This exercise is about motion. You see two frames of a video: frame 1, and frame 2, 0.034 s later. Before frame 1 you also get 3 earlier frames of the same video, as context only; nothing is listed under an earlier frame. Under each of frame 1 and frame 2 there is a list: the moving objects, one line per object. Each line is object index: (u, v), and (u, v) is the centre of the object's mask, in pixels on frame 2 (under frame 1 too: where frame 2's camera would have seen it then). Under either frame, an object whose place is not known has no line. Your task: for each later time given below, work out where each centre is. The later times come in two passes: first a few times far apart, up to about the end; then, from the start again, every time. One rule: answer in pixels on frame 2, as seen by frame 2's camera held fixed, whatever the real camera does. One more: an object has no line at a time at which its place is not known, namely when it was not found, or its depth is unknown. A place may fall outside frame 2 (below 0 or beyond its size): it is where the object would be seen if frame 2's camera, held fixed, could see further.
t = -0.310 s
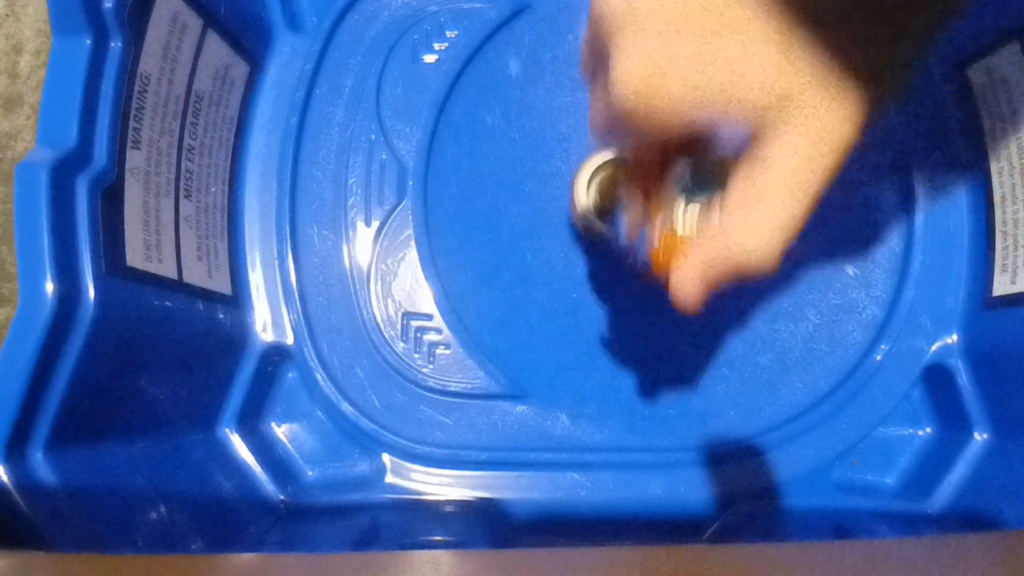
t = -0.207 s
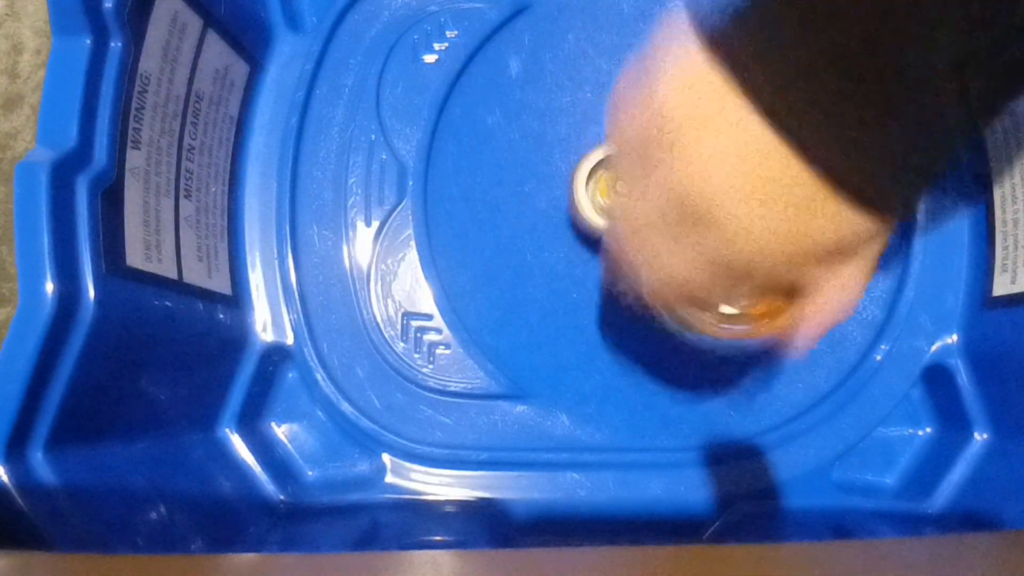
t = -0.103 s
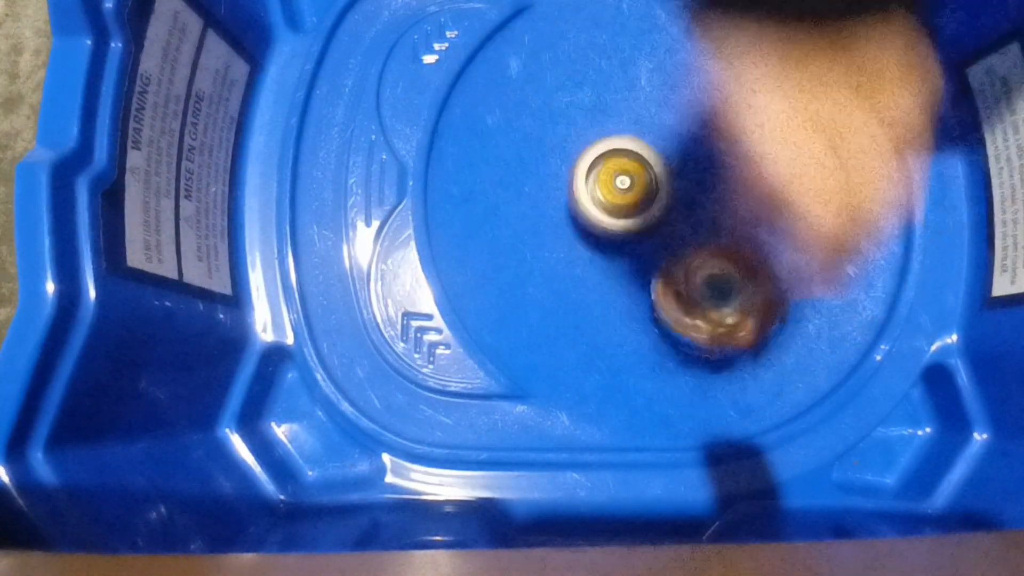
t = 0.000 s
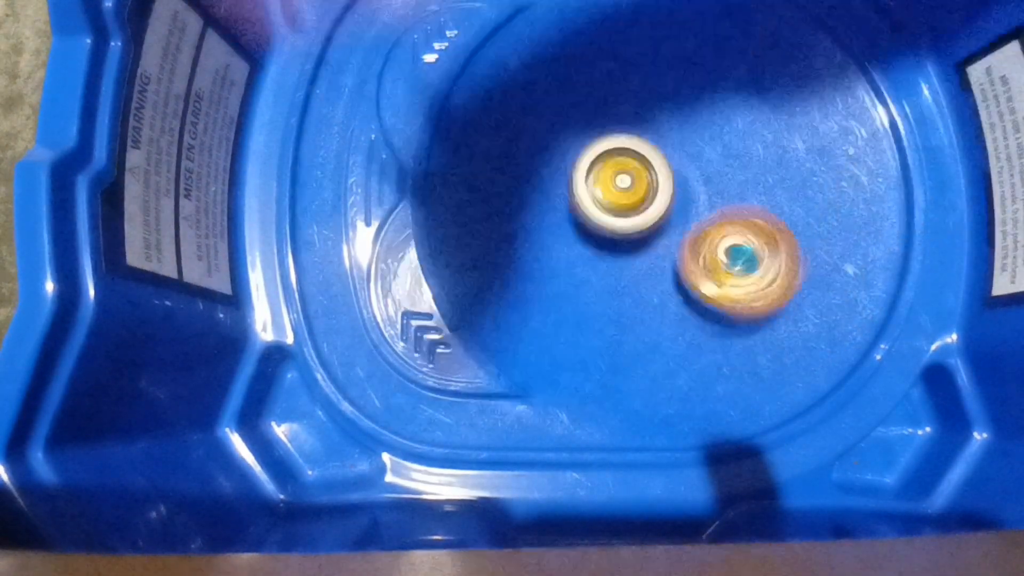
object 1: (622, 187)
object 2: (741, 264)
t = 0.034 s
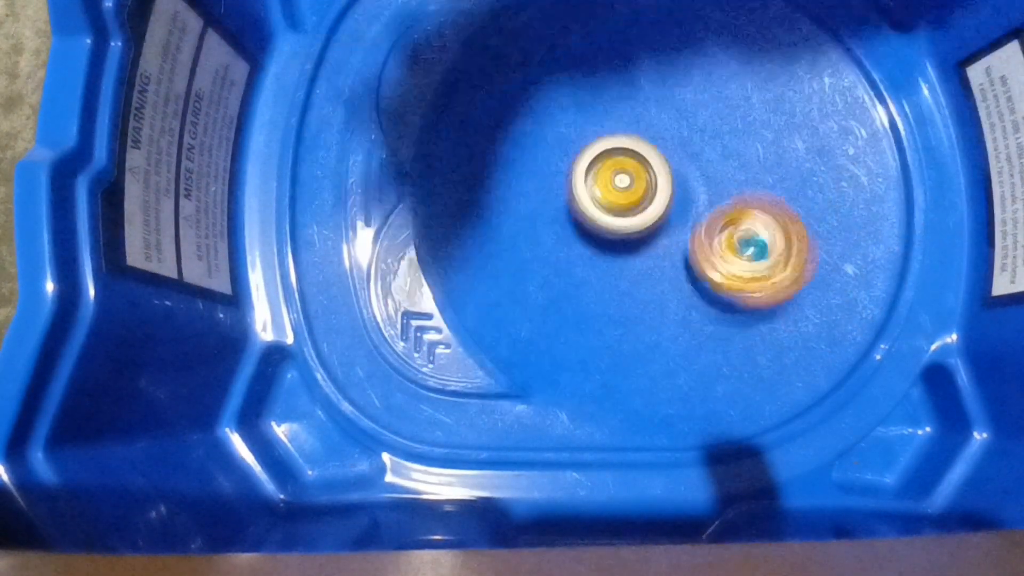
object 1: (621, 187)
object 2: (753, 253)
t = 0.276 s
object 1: (624, 171)
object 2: (797, 199)
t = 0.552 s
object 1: (626, 159)
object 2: (748, 149)
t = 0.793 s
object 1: (601, 227)
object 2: (726, 95)
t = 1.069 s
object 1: (696, 245)
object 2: (676, 94)
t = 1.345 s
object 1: (757, 213)
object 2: (643, 42)
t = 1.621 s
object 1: (703, 200)
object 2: (609, 49)
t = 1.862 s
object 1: (688, 234)
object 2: (591, 45)
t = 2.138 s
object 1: (650, 244)
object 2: (613, 122)
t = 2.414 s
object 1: (724, 277)
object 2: (691, 95)
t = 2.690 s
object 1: (687, 258)
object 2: (765, 76)
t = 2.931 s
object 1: (636, 266)
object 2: (760, 123)
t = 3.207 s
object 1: (594, 273)
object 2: (681, 119)
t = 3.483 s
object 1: (620, 273)
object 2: (731, 74)
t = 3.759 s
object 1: (571, 152)
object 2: (749, 171)
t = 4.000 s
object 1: (499, 146)
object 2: (687, 269)
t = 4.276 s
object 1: (517, 94)
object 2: (696, 304)
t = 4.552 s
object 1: (573, 49)
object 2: (723, 349)
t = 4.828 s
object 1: (692, 66)
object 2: (708, 214)
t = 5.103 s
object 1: (777, 34)
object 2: (725, 226)
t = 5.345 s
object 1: (766, 92)
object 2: (702, 213)
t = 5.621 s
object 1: (751, 158)
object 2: (669, 321)
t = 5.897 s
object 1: (714, 246)
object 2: (601, 303)
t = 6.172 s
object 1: (747, 238)
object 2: (481, 178)
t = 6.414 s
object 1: (688, 211)
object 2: (570, 85)
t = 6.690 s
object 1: (622, 223)
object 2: (738, 70)
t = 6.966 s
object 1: (626, 206)
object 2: (845, 153)
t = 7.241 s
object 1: (626, 150)
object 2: (748, 267)
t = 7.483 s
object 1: (642, 142)
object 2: (606, 285)
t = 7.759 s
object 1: (682, 143)
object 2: (518, 201)
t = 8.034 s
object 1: (706, 155)
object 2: (596, 112)
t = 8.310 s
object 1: (733, 194)
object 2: (695, 82)
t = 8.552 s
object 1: (737, 255)
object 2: (715, 122)
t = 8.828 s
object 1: (689, 279)
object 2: (651, 149)
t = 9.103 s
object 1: (634, 263)
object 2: (601, 107)
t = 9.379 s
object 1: (620, 220)
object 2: (602, 73)
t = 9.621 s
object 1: (623, 206)
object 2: (669, 92)
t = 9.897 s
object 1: (612, 201)
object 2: (785, 130)
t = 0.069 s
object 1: (621, 189)
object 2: (763, 241)
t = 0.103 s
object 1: (622, 190)
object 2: (772, 232)
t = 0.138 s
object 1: (623, 189)
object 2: (783, 225)
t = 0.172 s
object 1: (622, 185)
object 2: (789, 216)
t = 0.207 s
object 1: (623, 179)
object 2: (795, 211)
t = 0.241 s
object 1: (623, 174)
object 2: (798, 204)
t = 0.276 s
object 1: (624, 171)
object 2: (797, 199)
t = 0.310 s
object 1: (625, 168)
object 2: (793, 193)
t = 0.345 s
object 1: (626, 166)
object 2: (792, 189)
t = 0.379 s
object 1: (627, 165)
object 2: (783, 181)
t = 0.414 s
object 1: (628, 163)
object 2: (776, 172)
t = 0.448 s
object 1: (628, 162)
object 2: (770, 170)
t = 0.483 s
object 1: (629, 161)
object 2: (764, 162)
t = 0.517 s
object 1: (630, 160)
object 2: (753, 155)
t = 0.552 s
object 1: (626, 159)
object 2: (748, 149)
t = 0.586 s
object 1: (616, 163)
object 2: (746, 141)
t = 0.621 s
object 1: (606, 170)
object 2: (739, 129)
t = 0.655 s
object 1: (598, 178)
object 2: (735, 118)
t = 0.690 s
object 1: (594, 189)
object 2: (734, 109)
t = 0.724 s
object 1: (592, 201)
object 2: (732, 101)
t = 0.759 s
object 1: (595, 214)
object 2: (730, 97)
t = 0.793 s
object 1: (601, 227)
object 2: (726, 95)
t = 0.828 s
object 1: (610, 237)
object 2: (727, 97)
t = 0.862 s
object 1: (623, 245)
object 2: (722, 95)
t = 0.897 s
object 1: (638, 249)
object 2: (715, 98)
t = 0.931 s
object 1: (652, 248)
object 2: (713, 103)
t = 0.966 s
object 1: (667, 243)
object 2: (707, 105)
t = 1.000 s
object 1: (680, 234)
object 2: (694, 111)
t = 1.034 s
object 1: (689, 231)
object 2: (685, 113)
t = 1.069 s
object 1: (696, 245)
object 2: (676, 94)
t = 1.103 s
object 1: (706, 254)
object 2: (668, 81)
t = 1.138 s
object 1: (717, 257)
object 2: (663, 71)
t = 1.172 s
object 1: (729, 257)
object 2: (656, 61)
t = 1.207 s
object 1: (740, 253)
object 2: (651, 52)
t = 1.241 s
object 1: (748, 246)
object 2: (647, 47)
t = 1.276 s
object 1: (754, 237)
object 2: (642, 42)
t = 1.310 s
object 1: (757, 225)
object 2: (644, 41)
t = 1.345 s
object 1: (757, 213)
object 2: (643, 42)
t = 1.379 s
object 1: (753, 200)
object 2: (644, 44)
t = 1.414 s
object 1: (746, 187)
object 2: (648, 44)
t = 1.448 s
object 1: (736, 176)
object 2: (646, 50)
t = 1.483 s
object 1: (723, 168)
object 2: (646, 56)
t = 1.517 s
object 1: (710, 163)
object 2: (642, 66)
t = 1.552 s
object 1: (703, 170)
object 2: (626, 62)
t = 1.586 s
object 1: (701, 183)
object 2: (618, 57)
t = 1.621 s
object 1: (703, 200)
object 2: (609, 49)
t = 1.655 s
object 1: (700, 220)
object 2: (599, 47)
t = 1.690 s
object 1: (696, 233)
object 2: (599, 47)
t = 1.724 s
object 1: (693, 237)
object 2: (600, 45)
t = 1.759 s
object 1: (692, 238)
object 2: (596, 41)
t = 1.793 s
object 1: (691, 238)
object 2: (594, 44)
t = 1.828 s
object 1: (690, 236)
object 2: (592, 43)
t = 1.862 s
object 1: (688, 234)
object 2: (591, 45)
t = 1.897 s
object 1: (685, 233)
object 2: (590, 53)
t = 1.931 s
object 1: (680, 232)
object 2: (593, 58)
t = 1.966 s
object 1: (675, 233)
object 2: (594, 68)
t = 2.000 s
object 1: (668, 233)
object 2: (596, 81)
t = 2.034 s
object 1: (660, 234)
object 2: (600, 94)
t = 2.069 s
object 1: (654, 234)
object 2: (604, 106)
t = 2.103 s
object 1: (650, 235)
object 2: (608, 118)
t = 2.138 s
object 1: (650, 244)
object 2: (613, 122)
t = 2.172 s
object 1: (654, 264)
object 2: (614, 108)
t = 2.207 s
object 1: (662, 278)
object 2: (621, 100)
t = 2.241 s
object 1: (672, 288)
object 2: (631, 90)
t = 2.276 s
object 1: (683, 293)
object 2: (641, 86)
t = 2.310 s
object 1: (695, 294)
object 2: (655, 84)
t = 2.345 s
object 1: (707, 292)
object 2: (667, 83)
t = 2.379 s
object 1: (717, 286)
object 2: (676, 88)
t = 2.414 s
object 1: (724, 277)
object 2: (691, 95)
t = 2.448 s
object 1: (729, 266)
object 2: (702, 103)
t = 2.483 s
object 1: (731, 252)
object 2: (709, 112)
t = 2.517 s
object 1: (728, 244)
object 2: (713, 122)
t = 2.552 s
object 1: (719, 252)
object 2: (723, 105)
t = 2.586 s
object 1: (711, 255)
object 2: (736, 91)
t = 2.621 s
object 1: (704, 256)
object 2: (744, 83)
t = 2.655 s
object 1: (695, 257)
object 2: (755, 80)
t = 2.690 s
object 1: (687, 258)
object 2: (765, 76)
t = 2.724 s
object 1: (677, 259)
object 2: (773, 76)
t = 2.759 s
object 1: (669, 261)
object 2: (778, 81)
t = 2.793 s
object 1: (659, 262)
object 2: (780, 83)
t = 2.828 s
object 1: (652, 263)
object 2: (777, 94)
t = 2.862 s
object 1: (645, 264)
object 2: (775, 103)
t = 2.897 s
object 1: (640, 266)
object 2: (768, 113)
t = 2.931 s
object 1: (636, 266)
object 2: (760, 123)
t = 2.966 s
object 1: (632, 266)
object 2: (749, 135)
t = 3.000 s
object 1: (629, 265)
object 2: (739, 143)
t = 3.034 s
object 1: (626, 263)
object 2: (722, 152)
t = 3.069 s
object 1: (624, 259)
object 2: (707, 161)
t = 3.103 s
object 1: (622, 254)
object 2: (694, 164)
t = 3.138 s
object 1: (616, 254)
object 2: (682, 154)
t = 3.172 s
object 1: (603, 264)
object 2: (678, 134)
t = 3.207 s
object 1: (594, 273)
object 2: (681, 119)
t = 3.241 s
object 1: (590, 281)
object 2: (685, 101)
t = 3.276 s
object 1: (589, 287)
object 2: (688, 90)
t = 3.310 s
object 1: (591, 292)
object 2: (695, 82)
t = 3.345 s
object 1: (596, 295)
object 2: (703, 71)
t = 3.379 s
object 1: (602, 294)
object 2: (712, 66)
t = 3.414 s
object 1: (608, 290)
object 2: (722, 66)
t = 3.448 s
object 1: (615, 283)
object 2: (728, 68)
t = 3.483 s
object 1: (620, 273)
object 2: (731, 74)
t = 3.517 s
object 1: (626, 261)
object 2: (734, 81)
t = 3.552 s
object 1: (629, 246)
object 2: (732, 92)
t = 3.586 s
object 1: (631, 230)
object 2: (733, 103)
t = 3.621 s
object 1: (630, 215)
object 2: (726, 115)
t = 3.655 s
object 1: (627, 197)
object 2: (720, 130)
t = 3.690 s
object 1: (610, 178)
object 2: (726, 139)
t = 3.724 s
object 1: (589, 163)
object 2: (738, 153)
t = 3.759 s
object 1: (571, 152)
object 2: (749, 171)
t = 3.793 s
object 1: (554, 145)
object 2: (752, 188)
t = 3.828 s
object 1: (539, 140)
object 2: (751, 209)
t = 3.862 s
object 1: (526, 137)
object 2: (747, 226)
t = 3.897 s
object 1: (515, 137)
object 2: (735, 242)
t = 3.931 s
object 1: (506, 138)
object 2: (724, 255)
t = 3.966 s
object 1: (501, 141)
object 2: (708, 262)
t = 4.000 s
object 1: (499, 146)
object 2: (687, 269)
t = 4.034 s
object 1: (502, 151)
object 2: (670, 267)
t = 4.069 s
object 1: (509, 157)
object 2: (650, 261)
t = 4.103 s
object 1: (518, 161)
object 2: (634, 253)
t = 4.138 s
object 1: (529, 162)
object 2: (625, 242)
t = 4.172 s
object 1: (525, 141)
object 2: (640, 258)
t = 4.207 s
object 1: (520, 121)
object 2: (664, 276)
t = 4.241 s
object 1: (518, 107)
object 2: (681, 290)
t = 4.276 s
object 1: (517, 94)
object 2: (696, 304)
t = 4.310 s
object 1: (518, 84)
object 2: (708, 318)
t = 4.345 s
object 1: (521, 75)
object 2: (718, 332)
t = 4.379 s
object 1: (526, 68)
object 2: (727, 345)
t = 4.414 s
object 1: (533, 62)
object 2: (730, 352)
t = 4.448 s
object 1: (540, 57)
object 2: (729, 356)
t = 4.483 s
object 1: (549, 53)
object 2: (730, 358)
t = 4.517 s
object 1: (560, 51)
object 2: (724, 353)
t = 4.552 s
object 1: (573, 49)
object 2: (723, 349)
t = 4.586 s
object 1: (586, 49)
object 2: (717, 338)
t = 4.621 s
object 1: (600, 50)
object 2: (709, 325)
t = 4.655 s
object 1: (616, 50)
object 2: (707, 311)
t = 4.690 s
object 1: (631, 52)
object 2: (703, 290)
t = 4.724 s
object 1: (647, 54)
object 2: (702, 271)
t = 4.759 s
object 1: (662, 57)
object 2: (704, 252)
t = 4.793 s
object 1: (677, 61)
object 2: (705, 231)
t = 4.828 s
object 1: (692, 66)
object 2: (708, 214)
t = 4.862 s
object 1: (707, 71)
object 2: (714, 194)
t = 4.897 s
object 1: (723, 60)
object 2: (722, 199)
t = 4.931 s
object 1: (737, 48)
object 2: (727, 207)
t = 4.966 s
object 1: (749, 42)
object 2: (730, 210)
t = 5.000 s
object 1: (759, 38)
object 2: (729, 217)
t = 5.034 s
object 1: (766, 36)
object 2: (731, 219)
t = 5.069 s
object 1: (772, 35)
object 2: (728, 223)
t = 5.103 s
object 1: (777, 34)
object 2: (725, 226)
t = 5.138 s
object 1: (779, 35)
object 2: (724, 227)
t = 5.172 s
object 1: (779, 39)
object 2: (718, 226)
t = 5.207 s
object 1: (778, 43)
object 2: (715, 226)
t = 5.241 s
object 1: (776, 51)
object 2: (710, 223)
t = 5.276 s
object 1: (774, 64)
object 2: (705, 219)
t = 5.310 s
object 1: (771, 78)
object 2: (701, 218)
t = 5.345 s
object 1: (766, 92)
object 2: (702, 213)
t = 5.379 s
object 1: (763, 108)
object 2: (703, 211)
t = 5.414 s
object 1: (764, 114)
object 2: (702, 229)
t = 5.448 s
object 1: (766, 117)
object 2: (699, 245)
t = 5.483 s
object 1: (765, 123)
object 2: (692, 263)
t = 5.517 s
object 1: (762, 131)
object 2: (685, 281)
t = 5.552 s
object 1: (759, 140)
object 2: (682, 297)
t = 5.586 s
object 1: (755, 148)
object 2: (675, 309)
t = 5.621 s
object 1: (751, 158)
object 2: (669, 321)
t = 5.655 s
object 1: (746, 169)
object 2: (660, 331)
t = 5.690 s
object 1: (741, 179)
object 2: (653, 340)
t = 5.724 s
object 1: (737, 190)
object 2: (644, 344)
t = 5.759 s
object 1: (730, 202)
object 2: (631, 343)
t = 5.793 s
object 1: (725, 215)
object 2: (623, 339)
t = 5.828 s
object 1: (721, 226)
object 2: (616, 330)
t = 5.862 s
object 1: (715, 237)
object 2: (612, 315)
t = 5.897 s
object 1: (714, 246)
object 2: (601, 303)
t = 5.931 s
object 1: (730, 250)
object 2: (572, 299)
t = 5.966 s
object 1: (745, 257)
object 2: (533, 275)
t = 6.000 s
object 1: (749, 256)
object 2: (517, 260)
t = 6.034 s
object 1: (752, 255)
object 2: (503, 246)
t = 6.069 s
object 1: (753, 252)
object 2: (494, 231)
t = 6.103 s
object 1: (753, 248)
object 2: (487, 211)
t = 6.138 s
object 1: (750, 243)
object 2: (482, 193)
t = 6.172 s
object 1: (747, 238)
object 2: (481, 178)
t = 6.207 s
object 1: (740, 232)
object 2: (487, 162)
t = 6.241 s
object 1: (734, 226)
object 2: (493, 142)
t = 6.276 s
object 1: (725, 218)
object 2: (501, 127)
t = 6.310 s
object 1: (717, 214)
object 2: (517, 115)
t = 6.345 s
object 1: (706, 207)
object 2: (533, 102)
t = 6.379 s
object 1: (697, 207)
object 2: (550, 92)
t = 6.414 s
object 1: (688, 211)
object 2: (570, 85)
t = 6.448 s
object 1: (677, 217)
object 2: (591, 76)
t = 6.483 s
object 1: (662, 223)
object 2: (608, 71)
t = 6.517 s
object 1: (649, 226)
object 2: (628, 67)
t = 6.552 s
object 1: (638, 224)
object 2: (651, 63)
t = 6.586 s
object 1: (632, 223)
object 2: (673, 62)
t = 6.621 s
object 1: (627, 223)
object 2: (694, 63)
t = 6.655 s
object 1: (624, 223)
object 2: (718, 66)
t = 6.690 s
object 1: (622, 223)
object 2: (738, 70)
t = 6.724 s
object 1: (620, 223)
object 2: (758, 73)
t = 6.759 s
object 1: (619, 222)
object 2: (777, 81)
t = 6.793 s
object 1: (618, 220)
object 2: (793, 89)
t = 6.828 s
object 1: (619, 218)
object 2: (807, 97)
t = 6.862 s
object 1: (619, 216)
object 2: (820, 109)
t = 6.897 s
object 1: (621, 213)
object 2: (833, 124)
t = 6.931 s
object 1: (624, 210)
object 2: (841, 139)
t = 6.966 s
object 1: (626, 206)
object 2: (845, 153)
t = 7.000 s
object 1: (627, 199)
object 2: (842, 173)
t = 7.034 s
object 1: (626, 192)
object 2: (837, 191)
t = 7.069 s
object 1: (625, 178)
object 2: (829, 207)
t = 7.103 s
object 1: (626, 168)
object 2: (816, 221)
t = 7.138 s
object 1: (626, 160)
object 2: (803, 236)
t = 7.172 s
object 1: (626, 155)
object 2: (788, 247)
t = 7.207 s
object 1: (625, 153)
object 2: (770, 257)
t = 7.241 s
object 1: (626, 150)
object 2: (748, 267)
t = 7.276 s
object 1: (627, 148)
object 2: (730, 275)
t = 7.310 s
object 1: (628, 146)
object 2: (711, 280)
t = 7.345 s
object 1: (629, 145)
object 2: (687, 284)
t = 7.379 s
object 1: (632, 143)
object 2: (667, 289)
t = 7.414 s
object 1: (634, 143)
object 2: (649, 289)
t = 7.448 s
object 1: (637, 142)
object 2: (628, 288)
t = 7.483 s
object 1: (642, 142)
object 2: (606, 285)
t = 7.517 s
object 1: (645, 143)
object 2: (590, 283)
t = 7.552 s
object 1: (649, 142)
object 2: (575, 276)
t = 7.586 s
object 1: (654, 142)
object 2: (559, 266)
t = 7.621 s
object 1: (660, 143)
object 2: (543, 258)
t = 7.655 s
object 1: (665, 143)
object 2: (534, 247)
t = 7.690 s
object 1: (671, 143)
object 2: (527, 234)
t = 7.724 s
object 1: (677, 144)
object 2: (521, 217)
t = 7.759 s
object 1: (682, 143)
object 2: (518, 201)
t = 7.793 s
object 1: (687, 144)
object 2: (521, 189)
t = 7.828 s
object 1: (692, 145)
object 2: (529, 174)
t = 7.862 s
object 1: (695, 145)
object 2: (538, 159)
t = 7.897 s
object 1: (697, 146)
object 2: (546, 148)
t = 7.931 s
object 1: (699, 148)
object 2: (560, 138)
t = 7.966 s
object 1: (700, 149)
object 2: (577, 129)
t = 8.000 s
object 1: (702, 152)
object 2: (589, 119)
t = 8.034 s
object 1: (706, 155)
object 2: (596, 112)
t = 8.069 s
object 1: (712, 159)
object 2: (605, 104)
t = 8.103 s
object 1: (715, 163)
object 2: (616, 94)
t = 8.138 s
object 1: (719, 166)
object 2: (628, 86)
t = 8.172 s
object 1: (722, 171)
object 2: (642, 82)
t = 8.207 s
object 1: (726, 177)
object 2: (656, 77)
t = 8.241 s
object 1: (729, 183)
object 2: (669, 74)
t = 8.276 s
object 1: (732, 188)
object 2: (683, 79)
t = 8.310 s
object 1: (733, 194)
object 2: (695, 82)
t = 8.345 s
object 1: (736, 202)
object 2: (705, 83)
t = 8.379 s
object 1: (738, 208)
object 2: (716, 91)
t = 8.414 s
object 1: (739, 217)
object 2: (724, 101)
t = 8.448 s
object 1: (738, 227)
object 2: (725, 106)
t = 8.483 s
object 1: (739, 237)
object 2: (721, 111)
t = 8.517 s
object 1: (739, 245)
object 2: (720, 118)
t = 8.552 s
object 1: (737, 255)
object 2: (715, 122)
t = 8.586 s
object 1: (734, 262)
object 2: (707, 131)
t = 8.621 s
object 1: (730, 269)
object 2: (705, 138)
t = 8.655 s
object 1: (725, 274)
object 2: (699, 141)
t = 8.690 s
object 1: (720, 277)
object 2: (686, 149)
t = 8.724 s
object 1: (712, 281)
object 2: (682, 155)
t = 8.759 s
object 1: (705, 281)
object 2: (677, 156)
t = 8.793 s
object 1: (697, 281)
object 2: (668, 152)
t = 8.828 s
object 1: (689, 279)
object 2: (651, 149)
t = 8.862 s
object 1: (681, 276)
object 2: (641, 149)
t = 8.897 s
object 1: (673, 271)
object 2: (637, 150)
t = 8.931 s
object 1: (665, 267)
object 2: (635, 148)
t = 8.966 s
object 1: (656, 260)
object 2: (630, 143)
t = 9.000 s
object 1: (650, 258)
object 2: (621, 137)
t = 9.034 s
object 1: (643, 262)
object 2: (612, 122)
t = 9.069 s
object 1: (638, 263)
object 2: (604, 112)
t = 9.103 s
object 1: (634, 263)
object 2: (601, 107)
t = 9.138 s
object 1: (631, 261)
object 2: (602, 99)
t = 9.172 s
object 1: (628, 259)
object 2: (600, 90)
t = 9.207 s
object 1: (626, 254)
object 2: (595, 79)
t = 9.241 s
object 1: (624, 249)
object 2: (593, 75)
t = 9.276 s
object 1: (623, 242)
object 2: (594, 73)
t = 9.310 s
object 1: (621, 236)
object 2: (596, 71)
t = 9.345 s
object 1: (620, 228)
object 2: (597, 70)
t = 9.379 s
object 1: (620, 220)
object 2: (602, 73)
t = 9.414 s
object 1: (620, 212)
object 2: (607, 77)
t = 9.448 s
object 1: (620, 205)
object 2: (610, 85)
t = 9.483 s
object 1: (619, 206)
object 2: (621, 83)
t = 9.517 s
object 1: (619, 206)
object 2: (631, 79)
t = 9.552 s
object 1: (619, 207)
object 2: (642, 79)
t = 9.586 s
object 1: (620, 207)
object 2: (656, 85)
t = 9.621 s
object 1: (623, 206)
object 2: (669, 92)
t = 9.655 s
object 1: (625, 206)
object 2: (679, 101)
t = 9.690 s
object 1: (628, 203)
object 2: (687, 110)
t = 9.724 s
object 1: (624, 200)
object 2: (699, 115)
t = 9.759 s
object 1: (618, 199)
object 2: (717, 116)
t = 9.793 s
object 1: (615, 200)
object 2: (733, 118)
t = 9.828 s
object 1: (614, 201)
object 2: (751, 118)
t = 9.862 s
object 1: (613, 203)
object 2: (770, 123)
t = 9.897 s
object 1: (612, 201)
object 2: (785, 130)
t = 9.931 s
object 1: (614, 202)
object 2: (799, 139)
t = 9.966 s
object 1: (614, 202)
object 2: (810, 147)
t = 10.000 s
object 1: (619, 201)
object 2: (816, 158)
